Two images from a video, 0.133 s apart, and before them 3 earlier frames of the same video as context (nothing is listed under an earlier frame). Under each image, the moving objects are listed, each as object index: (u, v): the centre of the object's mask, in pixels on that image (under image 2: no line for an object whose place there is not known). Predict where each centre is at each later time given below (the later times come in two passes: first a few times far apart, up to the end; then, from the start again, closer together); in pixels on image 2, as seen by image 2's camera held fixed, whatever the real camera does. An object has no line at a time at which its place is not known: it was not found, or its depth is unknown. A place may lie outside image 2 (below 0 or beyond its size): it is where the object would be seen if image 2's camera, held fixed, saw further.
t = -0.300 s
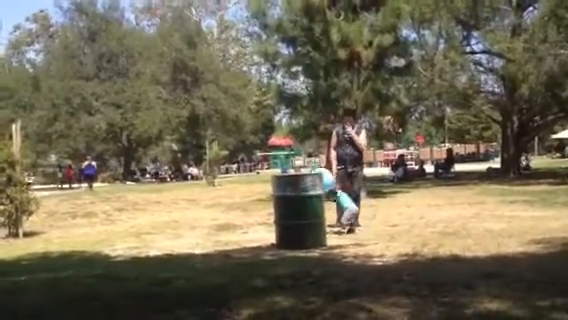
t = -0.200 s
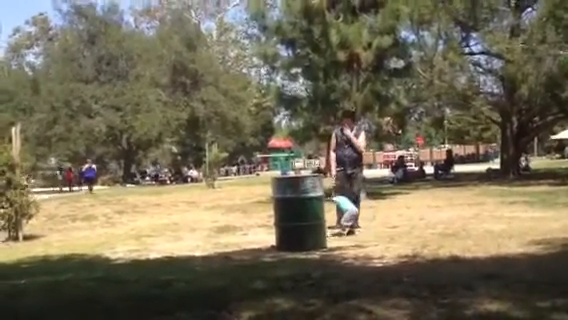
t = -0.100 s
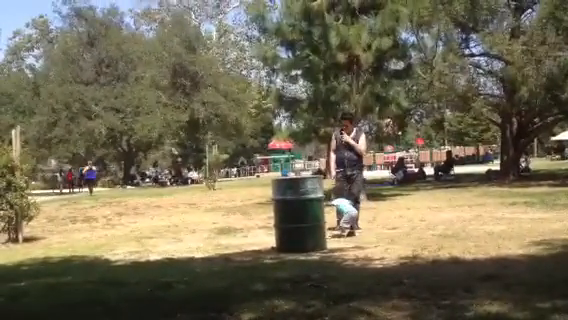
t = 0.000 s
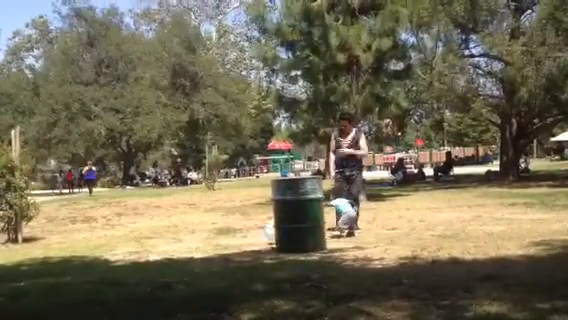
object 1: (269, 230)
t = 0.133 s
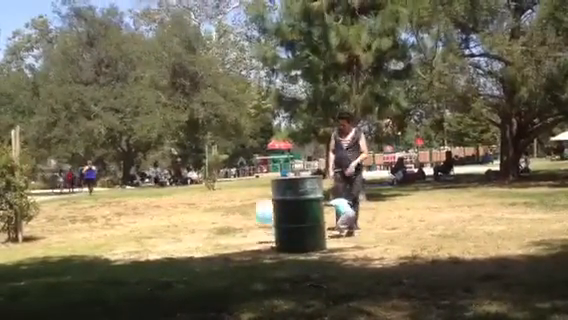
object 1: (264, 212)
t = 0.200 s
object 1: (261, 206)
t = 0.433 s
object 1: (245, 205)
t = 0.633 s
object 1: (231, 228)
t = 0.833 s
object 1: (221, 213)
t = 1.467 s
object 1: (195, 212)
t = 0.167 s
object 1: (263, 209)
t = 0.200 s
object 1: (261, 206)
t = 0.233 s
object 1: (259, 204)
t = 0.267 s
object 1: (255, 204)
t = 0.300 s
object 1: (253, 204)
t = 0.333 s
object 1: (251, 204)
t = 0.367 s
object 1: (250, 204)
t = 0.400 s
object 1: (247, 204)
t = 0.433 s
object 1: (245, 205)
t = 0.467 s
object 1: (241, 209)
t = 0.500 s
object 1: (238, 212)
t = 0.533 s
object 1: (236, 215)
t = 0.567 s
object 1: (234, 221)
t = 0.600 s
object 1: (233, 223)
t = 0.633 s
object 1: (231, 228)
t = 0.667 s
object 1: (231, 227)
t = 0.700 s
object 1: (227, 225)
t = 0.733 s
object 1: (224, 223)
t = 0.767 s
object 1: (223, 221)
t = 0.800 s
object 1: (221, 213)
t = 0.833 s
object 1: (221, 213)
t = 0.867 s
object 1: (220, 213)
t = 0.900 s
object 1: (217, 211)
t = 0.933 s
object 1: (216, 211)
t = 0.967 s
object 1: (216, 211)
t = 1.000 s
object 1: (215, 212)
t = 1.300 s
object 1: (201, 219)
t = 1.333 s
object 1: (199, 217)
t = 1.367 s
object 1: (198, 214)
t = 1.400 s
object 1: (198, 212)
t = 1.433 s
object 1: (197, 212)
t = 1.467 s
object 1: (195, 212)
